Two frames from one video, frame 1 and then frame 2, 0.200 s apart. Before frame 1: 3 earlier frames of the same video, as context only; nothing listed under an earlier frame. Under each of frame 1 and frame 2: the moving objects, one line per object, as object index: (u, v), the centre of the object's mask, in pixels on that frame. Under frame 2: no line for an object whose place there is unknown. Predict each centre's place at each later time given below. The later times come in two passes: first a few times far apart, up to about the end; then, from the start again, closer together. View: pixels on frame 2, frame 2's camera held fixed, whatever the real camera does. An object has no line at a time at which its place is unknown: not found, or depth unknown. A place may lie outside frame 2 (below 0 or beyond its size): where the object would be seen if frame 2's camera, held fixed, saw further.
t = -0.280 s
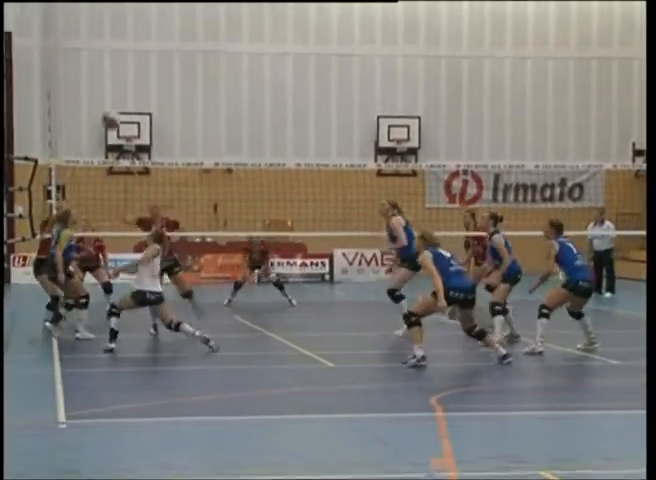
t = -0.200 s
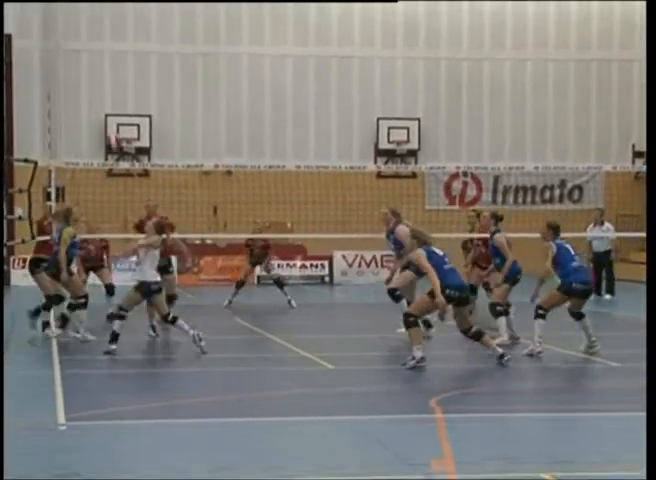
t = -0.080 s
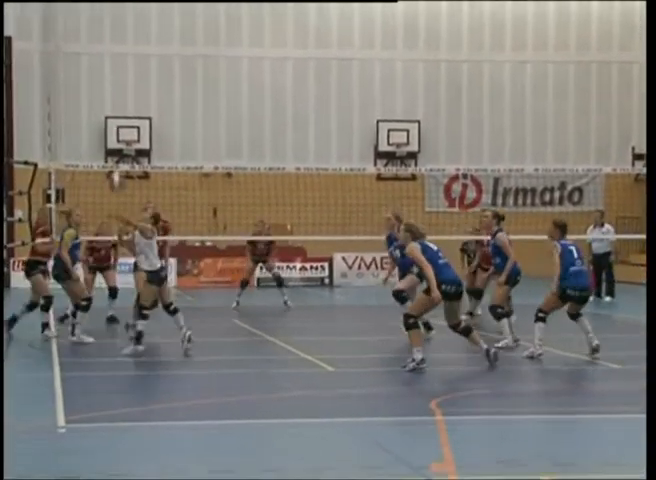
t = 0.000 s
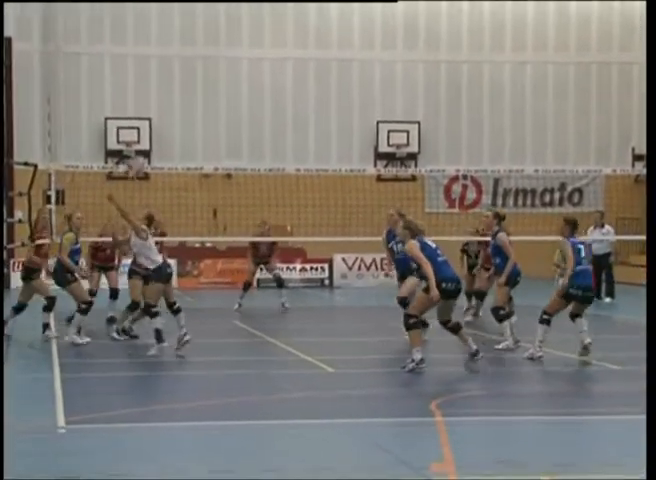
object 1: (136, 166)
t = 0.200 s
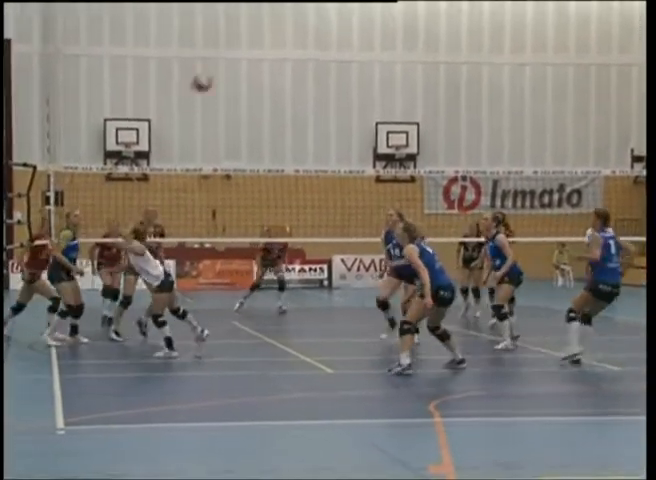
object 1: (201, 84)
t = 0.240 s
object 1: (215, 71)
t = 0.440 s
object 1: (280, 28)
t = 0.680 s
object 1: (354, 24)
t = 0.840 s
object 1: (399, 47)
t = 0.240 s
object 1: (215, 71)
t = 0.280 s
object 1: (228, 59)
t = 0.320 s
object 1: (241, 50)
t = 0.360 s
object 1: (255, 41)
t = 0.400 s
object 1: (267, 34)
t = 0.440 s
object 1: (280, 28)
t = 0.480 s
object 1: (294, 24)
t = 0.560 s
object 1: (317, 20)
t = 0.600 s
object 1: (329, 20)
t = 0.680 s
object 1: (354, 24)
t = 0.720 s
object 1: (366, 26)
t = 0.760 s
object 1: (377, 32)
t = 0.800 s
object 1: (388, 39)
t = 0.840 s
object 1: (399, 47)
